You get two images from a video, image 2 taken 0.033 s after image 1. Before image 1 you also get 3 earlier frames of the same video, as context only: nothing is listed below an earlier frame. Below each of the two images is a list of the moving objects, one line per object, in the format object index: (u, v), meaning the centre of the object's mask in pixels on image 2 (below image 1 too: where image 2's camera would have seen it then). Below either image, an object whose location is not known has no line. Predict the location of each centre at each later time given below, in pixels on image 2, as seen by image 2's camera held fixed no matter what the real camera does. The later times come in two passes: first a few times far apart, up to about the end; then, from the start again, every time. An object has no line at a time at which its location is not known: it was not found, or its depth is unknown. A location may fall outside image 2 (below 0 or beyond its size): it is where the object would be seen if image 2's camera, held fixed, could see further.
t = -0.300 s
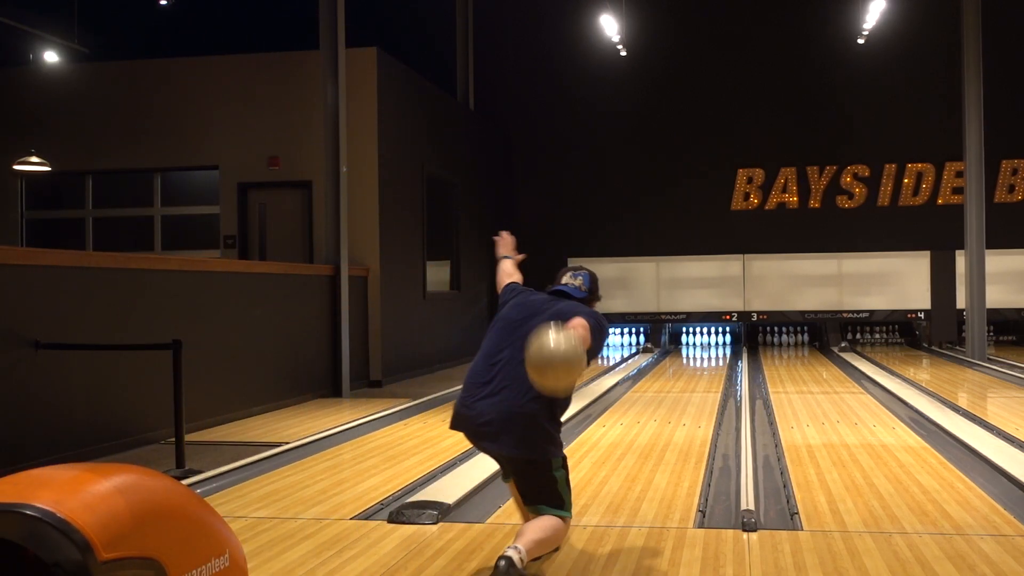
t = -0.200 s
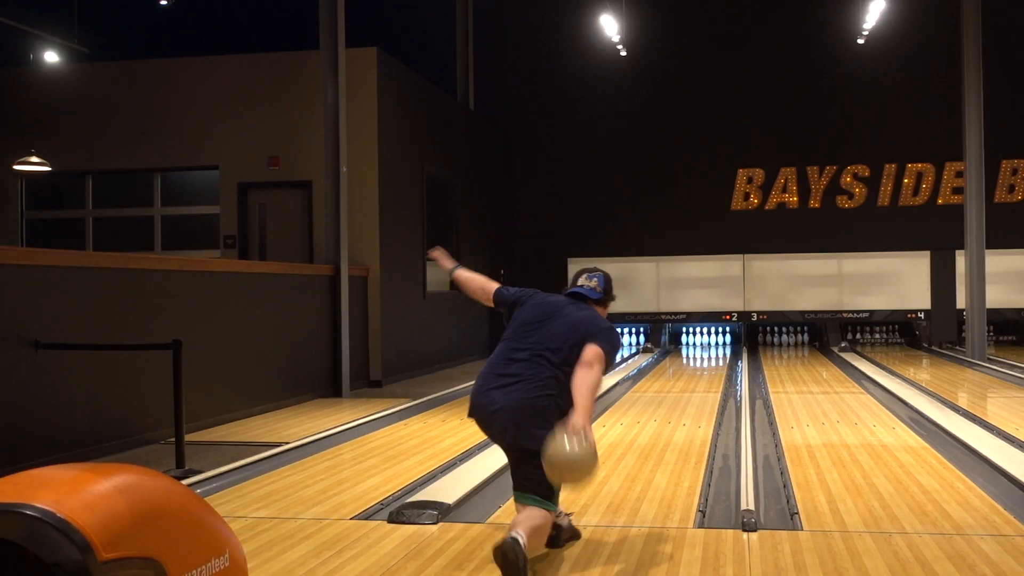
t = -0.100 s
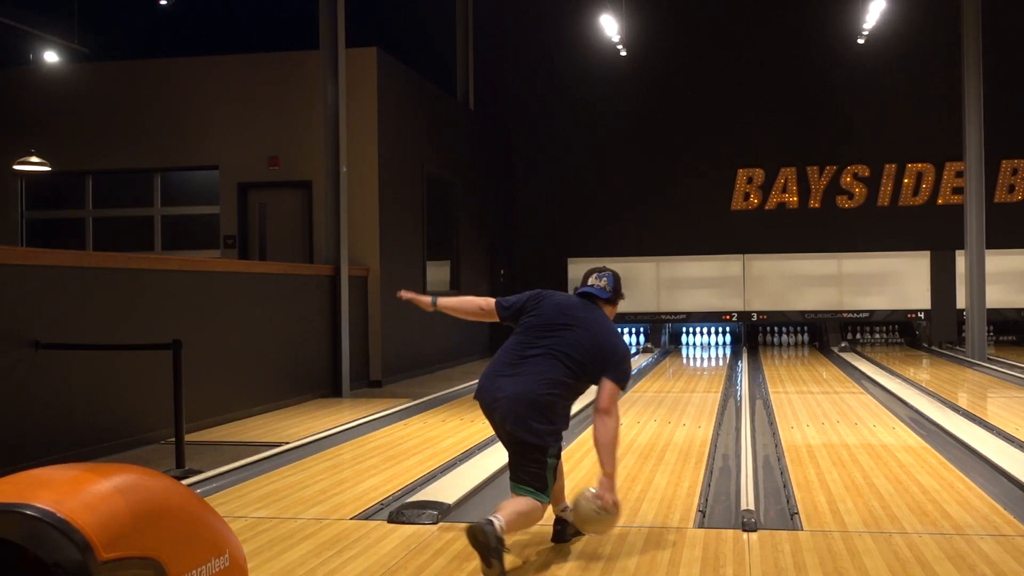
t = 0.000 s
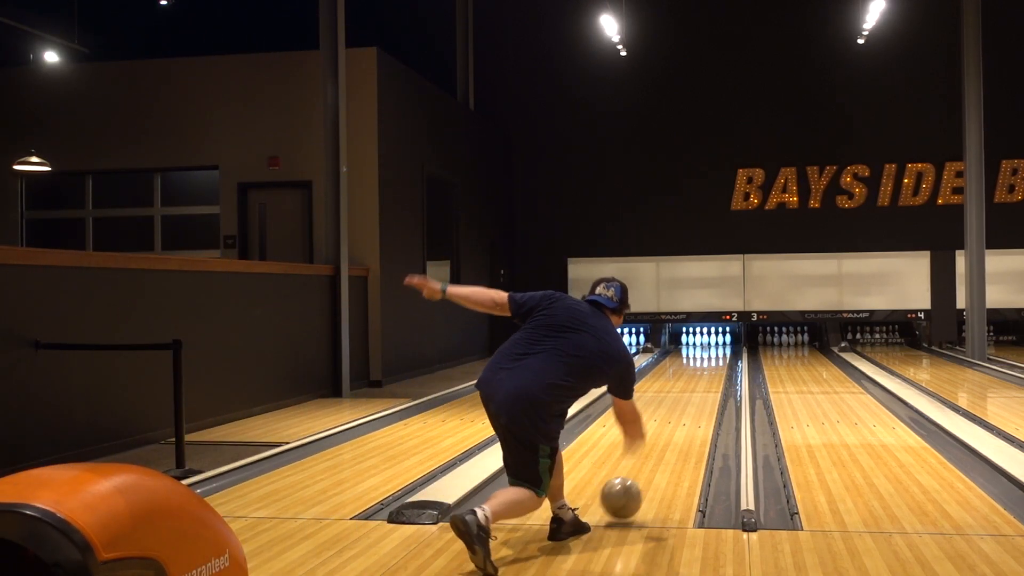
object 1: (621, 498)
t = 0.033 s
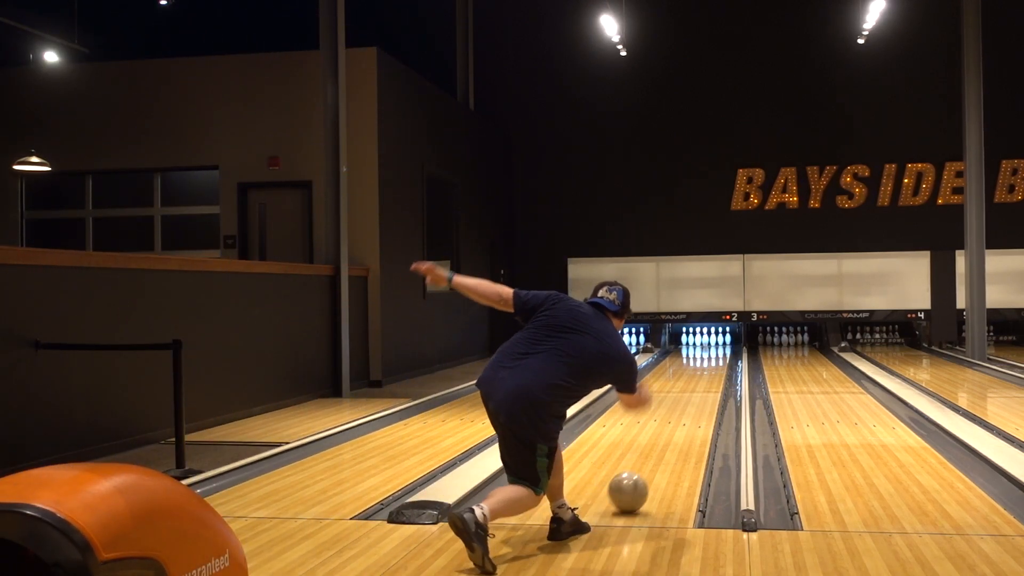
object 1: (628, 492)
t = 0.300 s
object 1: (667, 441)
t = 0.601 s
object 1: (691, 407)
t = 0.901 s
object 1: (705, 386)
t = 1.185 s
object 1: (713, 373)
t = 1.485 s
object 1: (718, 361)
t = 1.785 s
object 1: (719, 353)
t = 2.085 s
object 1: (719, 347)
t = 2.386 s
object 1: (714, 342)
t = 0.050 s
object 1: (631, 489)
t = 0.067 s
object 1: (634, 484)
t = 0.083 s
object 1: (638, 480)
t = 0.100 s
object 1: (640, 477)
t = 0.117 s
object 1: (643, 473)
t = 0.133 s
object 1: (646, 470)
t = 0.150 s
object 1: (648, 467)
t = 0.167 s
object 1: (651, 463)
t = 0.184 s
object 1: (653, 460)
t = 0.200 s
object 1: (656, 457)
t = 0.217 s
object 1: (658, 454)
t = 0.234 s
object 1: (660, 451)
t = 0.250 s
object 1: (662, 449)
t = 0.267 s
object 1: (663, 446)
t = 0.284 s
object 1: (665, 444)
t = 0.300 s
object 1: (667, 441)
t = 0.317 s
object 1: (669, 439)
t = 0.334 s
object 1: (671, 437)
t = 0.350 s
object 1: (672, 434)
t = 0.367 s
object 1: (674, 432)
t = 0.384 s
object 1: (675, 430)
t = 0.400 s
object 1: (677, 428)
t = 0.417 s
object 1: (678, 426)
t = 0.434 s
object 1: (680, 423)
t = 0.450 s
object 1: (681, 422)
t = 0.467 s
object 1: (682, 420)
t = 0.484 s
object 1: (683, 418)
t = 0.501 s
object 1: (684, 416)
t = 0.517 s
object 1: (686, 415)
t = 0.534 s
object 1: (687, 413)
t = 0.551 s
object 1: (688, 412)
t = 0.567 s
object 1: (689, 410)
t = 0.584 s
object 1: (690, 408)
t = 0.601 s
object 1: (691, 407)
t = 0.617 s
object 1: (692, 406)
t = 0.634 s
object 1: (693, 404)
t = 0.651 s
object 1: (694, 403)
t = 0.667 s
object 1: (695, 401)
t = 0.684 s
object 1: (696, 400)
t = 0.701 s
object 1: (696, 399)
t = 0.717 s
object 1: (697, 398)
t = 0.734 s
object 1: (698, 397)
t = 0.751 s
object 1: (698, 396)
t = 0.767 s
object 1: (699, 394)
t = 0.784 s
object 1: (699, 393)
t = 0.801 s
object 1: (700, 392)
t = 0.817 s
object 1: (701, 391)
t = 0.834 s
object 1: (702, 390)
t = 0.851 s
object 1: (702, 389)
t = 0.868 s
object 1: (703, 388)
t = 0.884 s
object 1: (703, 387)
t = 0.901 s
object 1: (705, 386)
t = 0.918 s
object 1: (705, 385)
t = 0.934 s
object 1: (705, 384)
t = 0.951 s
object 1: (706, 383)
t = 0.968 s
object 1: (706, 382)
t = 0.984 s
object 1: (707, 381)
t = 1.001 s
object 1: (708, 380)
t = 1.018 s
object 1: (708, 379)
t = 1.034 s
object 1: (708, 378)
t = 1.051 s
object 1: (709, 378)
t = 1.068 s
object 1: (709, 377)
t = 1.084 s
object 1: (709, 376)
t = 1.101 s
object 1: (710, 376)
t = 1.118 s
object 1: (710, 375)
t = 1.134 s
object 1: (711, 374)
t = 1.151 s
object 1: (711, 374)
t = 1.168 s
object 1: (712, 373)
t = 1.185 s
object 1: (713, 373)
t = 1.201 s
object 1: (713, 372)
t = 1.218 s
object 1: (713, 371)
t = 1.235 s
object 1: (714, 370)
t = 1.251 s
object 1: (714, 370)
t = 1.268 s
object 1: (715, 369)
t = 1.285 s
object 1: (715, 368)
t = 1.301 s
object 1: (715, 368)
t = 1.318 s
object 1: (715, 367)
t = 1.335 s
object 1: (716, 366)
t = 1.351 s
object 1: (716, 365)
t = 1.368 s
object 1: (716, 365)
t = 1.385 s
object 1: (717, 365)
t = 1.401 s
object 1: (717, 364)
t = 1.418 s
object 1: (717, 363)
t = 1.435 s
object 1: (718, 363)
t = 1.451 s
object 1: (717, 362)
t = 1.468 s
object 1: (718, 362)
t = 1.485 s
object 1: (718, 361)
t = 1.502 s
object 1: (718, 361)
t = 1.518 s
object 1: (718, 360)
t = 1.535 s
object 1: (718, 360)
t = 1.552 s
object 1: (718, 359)
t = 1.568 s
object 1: (718, 359)
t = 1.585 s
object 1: (718, 358)
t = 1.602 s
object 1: (719, 358)
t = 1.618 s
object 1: (719, 357)
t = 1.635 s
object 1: (719, 357)
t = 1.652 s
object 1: (719, 356)
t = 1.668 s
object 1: (719, 356)
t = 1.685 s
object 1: (720, 355)
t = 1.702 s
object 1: (720, 355)
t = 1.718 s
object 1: (720, 354)
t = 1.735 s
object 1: (719, 354)
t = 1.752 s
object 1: (719, 354)
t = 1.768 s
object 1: (719, 354)
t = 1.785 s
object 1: (719, 353)
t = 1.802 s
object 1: (719, 353)
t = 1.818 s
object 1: (720, 352)
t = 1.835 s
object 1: (719, 352)
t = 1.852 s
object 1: (719, 352)
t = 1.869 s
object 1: (720, 351)
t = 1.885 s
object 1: (719, 351)
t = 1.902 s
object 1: (719, 351)
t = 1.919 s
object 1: (719, 351)
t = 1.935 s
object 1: (720, 350)
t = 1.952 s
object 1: (719, 350)
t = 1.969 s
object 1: (719, 350)
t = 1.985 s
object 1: (719, 349)
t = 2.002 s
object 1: (719, 349)
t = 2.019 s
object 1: (719, 348)
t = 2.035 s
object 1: (719, 348)
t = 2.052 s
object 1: (718, 348)
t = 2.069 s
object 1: (719, 347)
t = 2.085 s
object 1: (719, 347)
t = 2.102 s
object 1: (718, 347)
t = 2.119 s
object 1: (718, 347)
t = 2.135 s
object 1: (718, 346)
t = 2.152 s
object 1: (717, 346)
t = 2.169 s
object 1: (717, 346)
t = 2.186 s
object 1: (717, 346)
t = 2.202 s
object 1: (716, 345)
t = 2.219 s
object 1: (716, 345)
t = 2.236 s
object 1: (716, 345)
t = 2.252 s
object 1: (715, 344)
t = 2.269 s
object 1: (715, 344)
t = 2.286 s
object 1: (715, 344)
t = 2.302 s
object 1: (714, 343)
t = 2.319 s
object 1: (715, 343)
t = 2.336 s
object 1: (714, 343)
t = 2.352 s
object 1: (714, 343)
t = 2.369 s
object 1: (714, 342)
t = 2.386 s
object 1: (714, 342)
